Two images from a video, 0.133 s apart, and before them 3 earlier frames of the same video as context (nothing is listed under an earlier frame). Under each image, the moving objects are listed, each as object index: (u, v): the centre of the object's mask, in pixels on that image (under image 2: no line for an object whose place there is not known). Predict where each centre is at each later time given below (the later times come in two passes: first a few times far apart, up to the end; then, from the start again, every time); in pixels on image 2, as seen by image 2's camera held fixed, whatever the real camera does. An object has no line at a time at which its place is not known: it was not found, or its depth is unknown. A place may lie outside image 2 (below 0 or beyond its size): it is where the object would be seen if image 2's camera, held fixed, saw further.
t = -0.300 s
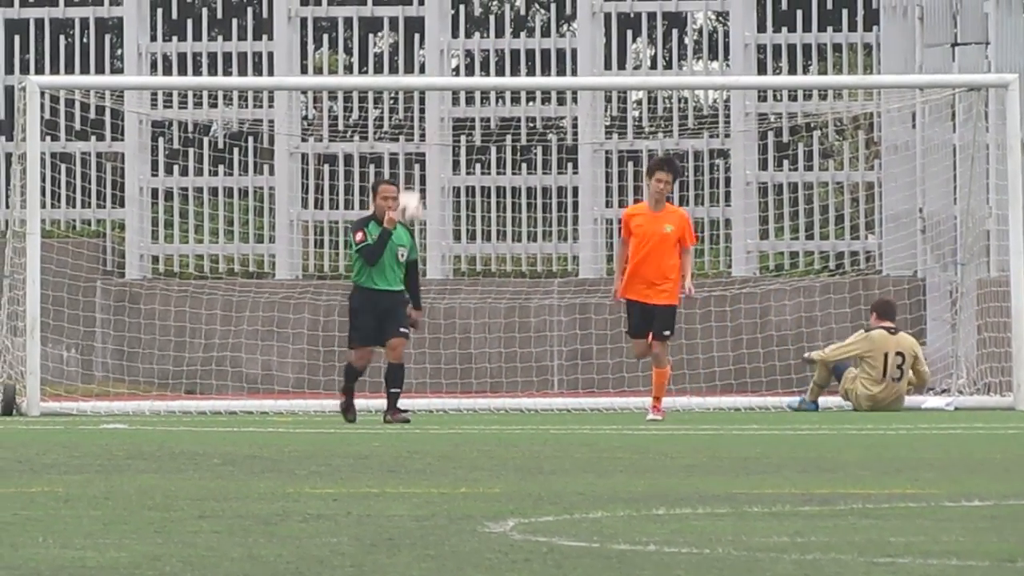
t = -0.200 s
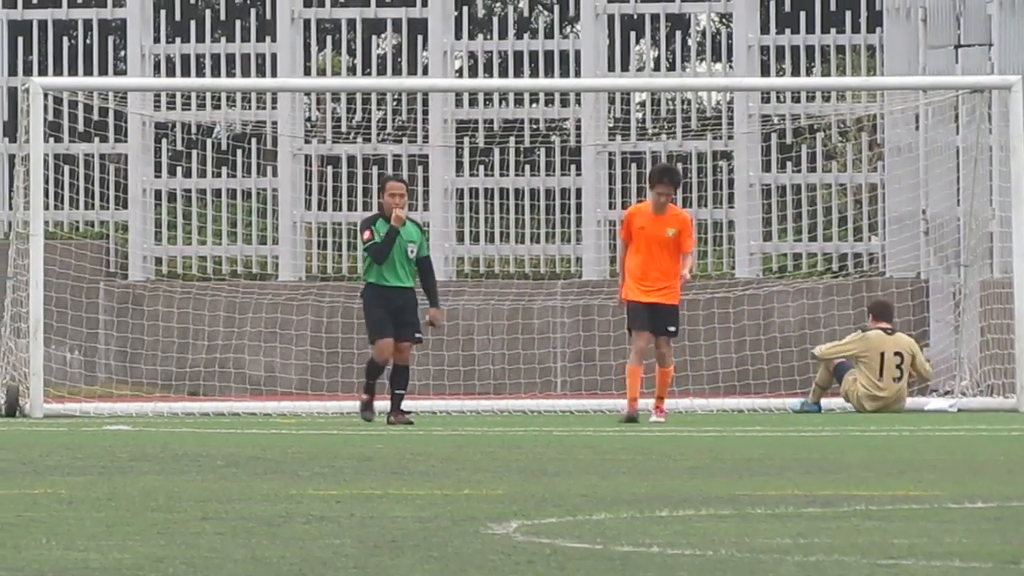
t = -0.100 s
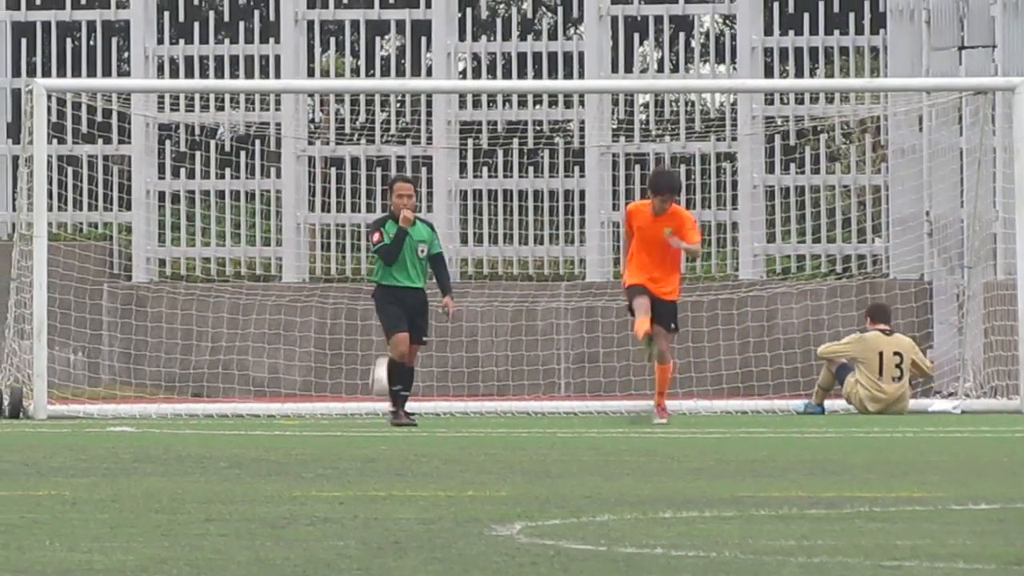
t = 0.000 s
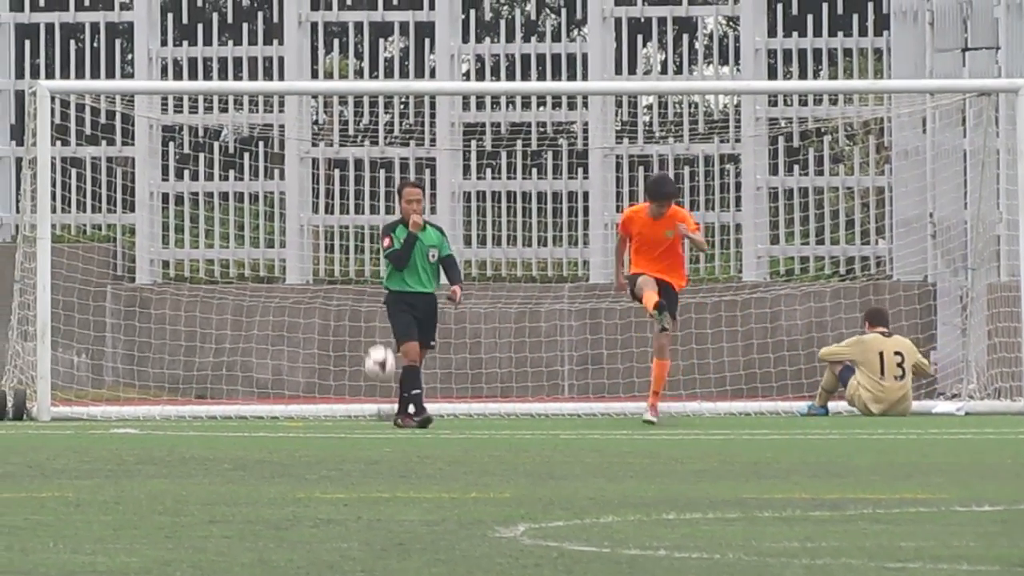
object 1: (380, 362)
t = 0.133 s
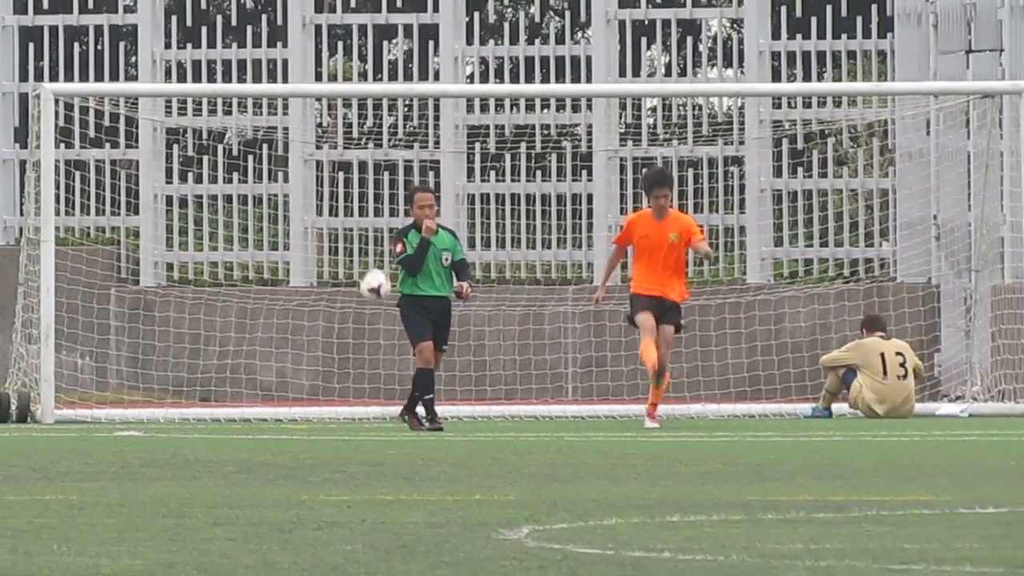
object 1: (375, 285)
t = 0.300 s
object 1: (365, 220)
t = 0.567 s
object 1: (349, 195)
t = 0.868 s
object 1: (331, 285)
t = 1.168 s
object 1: (312, 362)
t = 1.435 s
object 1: (292, 290)
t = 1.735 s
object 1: (268, 327)
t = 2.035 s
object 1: (246, 373)
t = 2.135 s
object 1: (241, 350)
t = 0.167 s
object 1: (373, 268)
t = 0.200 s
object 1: (371, 254)
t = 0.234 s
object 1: (369, 242)
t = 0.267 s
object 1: (367, 230)
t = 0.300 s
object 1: (365, 220)
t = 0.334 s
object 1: (363, 212)
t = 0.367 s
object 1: (361, 205)
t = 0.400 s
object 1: (359, 200)
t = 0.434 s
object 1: (357, 196)
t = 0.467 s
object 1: (355, 194)
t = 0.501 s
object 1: (353, 193)
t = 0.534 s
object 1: (351, 194)
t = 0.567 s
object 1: (349, 195)
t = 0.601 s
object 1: (347, 200)
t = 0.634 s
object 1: (345, 205)
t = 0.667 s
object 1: (342, 212)
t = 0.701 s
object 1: (341, 220)
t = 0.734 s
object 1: (339, 229)
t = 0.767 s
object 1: (337, 241)
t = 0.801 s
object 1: (336, 254)
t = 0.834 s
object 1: (333, 269)
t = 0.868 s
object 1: (331, 285)
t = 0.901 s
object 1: (329, 300)
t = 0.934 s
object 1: (328, 321)
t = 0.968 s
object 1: (326, 341)
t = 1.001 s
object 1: (324, 365)
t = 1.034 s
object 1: (322, 387)
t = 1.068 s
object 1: (320, 411)
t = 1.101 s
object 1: (317, 394)
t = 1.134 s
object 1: (314, 377)
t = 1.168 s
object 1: (312, 362)
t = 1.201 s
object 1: (310, 347)
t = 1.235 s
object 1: (307, 335)
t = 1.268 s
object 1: (305, 323)
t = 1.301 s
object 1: (302, 314)
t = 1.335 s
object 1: (300, 305)
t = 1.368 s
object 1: (297, 299)
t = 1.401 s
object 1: (295, 294)
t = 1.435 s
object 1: (292, 290)
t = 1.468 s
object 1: (289, 289)
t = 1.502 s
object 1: (286, 287)
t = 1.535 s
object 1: (283, 289)
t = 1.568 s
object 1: (281, 292)
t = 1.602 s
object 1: (279, 295)
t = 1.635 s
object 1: (276, 300)
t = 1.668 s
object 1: (274, 307)
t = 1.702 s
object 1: (271, 317)
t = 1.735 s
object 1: (268, 327)
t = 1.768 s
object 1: (266, 338)
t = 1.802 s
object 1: (263, 352)
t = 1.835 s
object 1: (260, 366)
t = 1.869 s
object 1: (258, 383)
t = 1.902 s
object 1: (255, 401)
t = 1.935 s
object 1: (253, 409)
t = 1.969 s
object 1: (252, 395)
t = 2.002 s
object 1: (249, 383)
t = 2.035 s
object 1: (246, 373)
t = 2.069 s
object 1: (244, 365)
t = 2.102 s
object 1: (243, 358)
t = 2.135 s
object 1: (241, 350)
